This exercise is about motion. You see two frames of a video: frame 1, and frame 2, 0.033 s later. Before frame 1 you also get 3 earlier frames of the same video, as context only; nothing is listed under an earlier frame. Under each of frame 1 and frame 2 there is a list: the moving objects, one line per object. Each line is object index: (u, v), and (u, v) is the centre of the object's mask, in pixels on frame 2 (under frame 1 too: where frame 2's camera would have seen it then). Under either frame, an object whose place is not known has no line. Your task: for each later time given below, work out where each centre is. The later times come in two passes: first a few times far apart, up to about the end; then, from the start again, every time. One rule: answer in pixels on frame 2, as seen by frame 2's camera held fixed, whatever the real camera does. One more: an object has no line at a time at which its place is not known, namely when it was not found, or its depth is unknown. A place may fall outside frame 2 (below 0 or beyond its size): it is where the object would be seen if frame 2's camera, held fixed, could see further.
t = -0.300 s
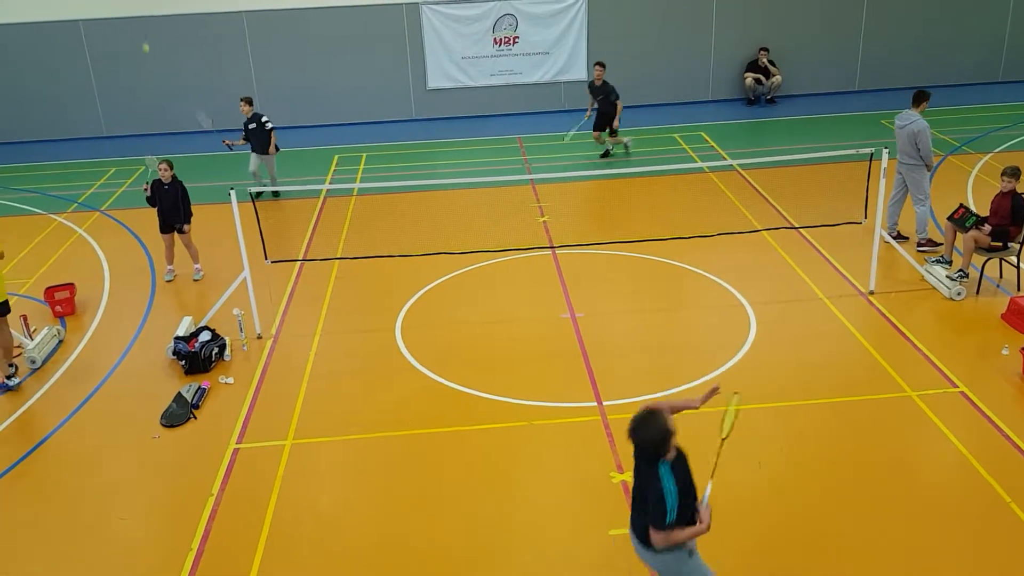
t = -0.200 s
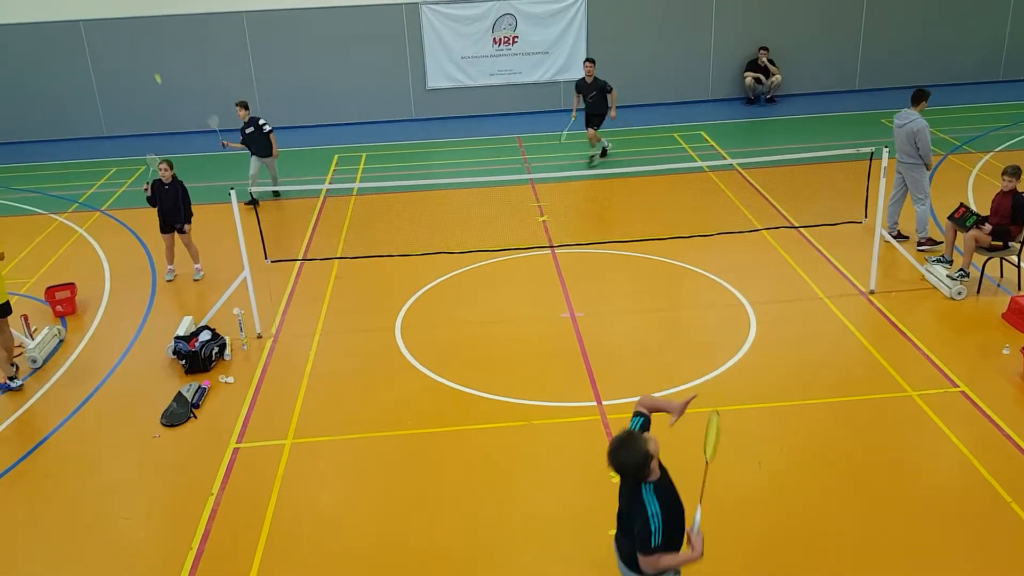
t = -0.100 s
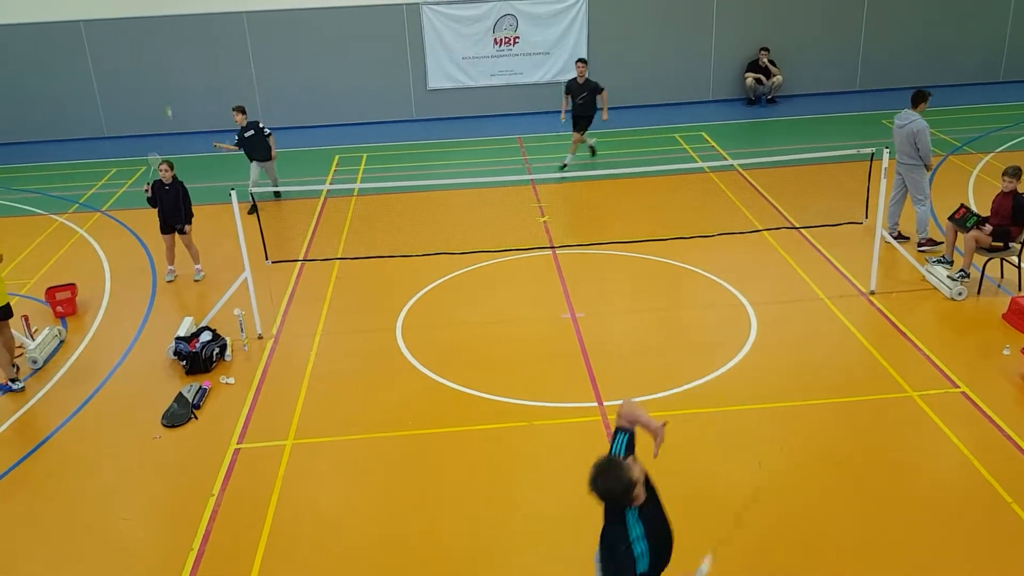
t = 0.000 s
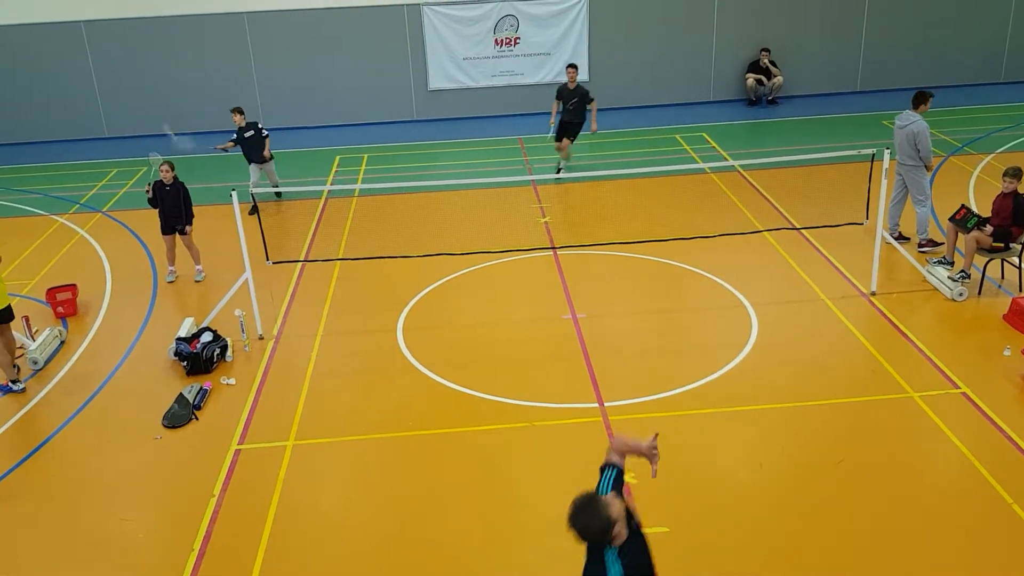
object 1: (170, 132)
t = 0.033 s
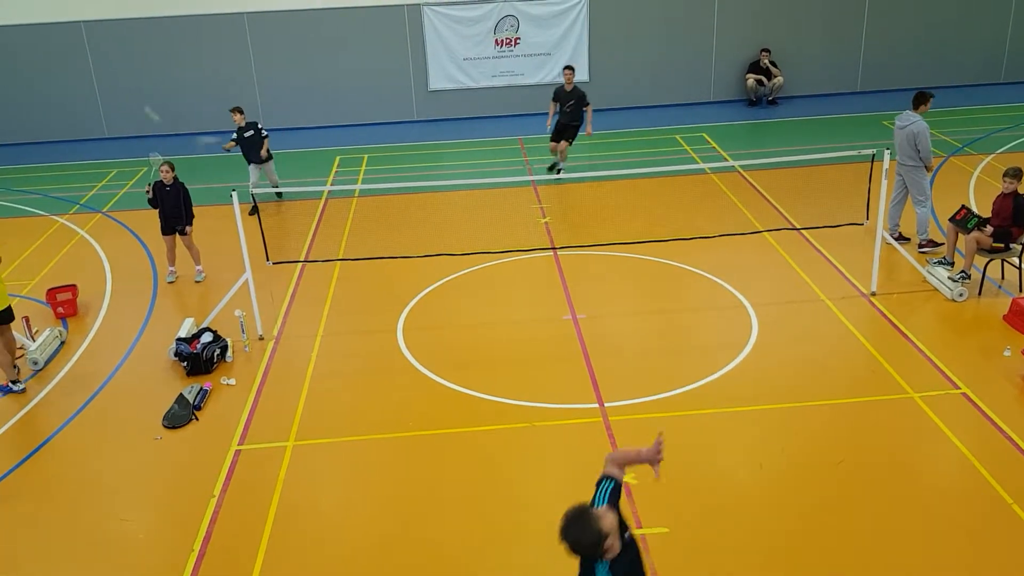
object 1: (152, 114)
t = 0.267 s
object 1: (73, 48)
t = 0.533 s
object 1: (8, 50)
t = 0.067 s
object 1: (137, 99)
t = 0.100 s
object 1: (128, 89)
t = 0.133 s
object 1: (116, 78)
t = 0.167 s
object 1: (104, 69)
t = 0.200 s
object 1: (94, 61)
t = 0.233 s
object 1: (83, 54)
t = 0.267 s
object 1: (73, 48)
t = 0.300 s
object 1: (64, 44)
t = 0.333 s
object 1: (54, 40)
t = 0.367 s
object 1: (46, 39)
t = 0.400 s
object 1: (38, 38)
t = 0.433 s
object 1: (29, 40)
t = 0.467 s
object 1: (22, 42)
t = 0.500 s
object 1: (15, 45)
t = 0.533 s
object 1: (8, 50)
